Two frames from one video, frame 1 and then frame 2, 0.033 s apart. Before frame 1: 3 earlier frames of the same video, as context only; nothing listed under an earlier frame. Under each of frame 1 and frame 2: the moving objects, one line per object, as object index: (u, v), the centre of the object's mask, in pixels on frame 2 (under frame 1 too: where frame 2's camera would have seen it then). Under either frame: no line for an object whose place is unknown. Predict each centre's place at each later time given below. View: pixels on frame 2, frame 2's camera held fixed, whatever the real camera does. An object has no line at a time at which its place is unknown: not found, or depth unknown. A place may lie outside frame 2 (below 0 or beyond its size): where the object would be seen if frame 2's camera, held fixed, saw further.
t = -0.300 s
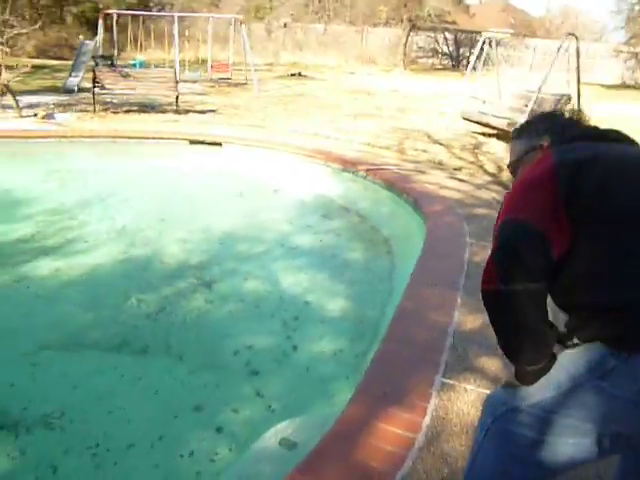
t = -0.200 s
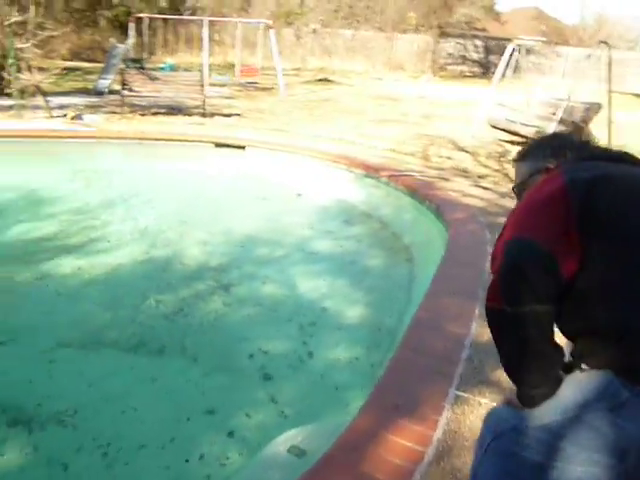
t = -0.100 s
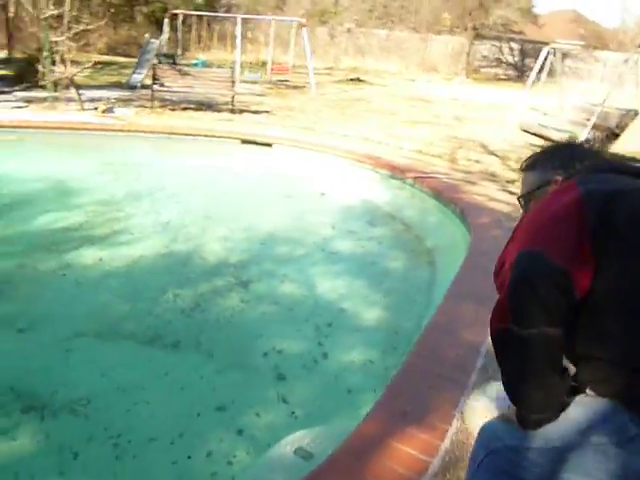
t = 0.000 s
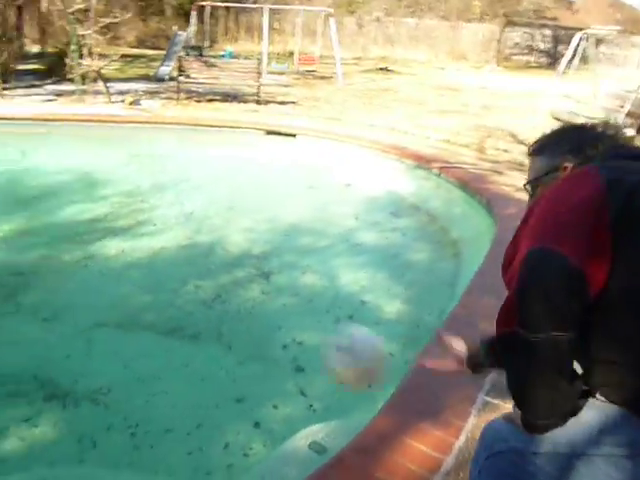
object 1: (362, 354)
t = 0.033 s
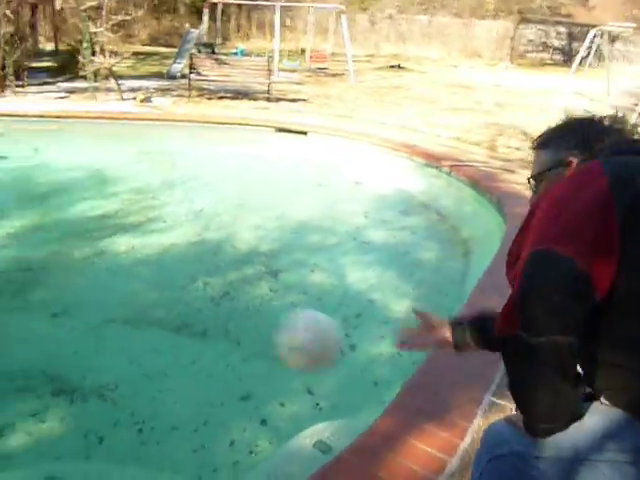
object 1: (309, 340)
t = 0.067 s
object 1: (257, 328)
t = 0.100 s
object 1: (211, 320)
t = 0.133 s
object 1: (172, 314)
